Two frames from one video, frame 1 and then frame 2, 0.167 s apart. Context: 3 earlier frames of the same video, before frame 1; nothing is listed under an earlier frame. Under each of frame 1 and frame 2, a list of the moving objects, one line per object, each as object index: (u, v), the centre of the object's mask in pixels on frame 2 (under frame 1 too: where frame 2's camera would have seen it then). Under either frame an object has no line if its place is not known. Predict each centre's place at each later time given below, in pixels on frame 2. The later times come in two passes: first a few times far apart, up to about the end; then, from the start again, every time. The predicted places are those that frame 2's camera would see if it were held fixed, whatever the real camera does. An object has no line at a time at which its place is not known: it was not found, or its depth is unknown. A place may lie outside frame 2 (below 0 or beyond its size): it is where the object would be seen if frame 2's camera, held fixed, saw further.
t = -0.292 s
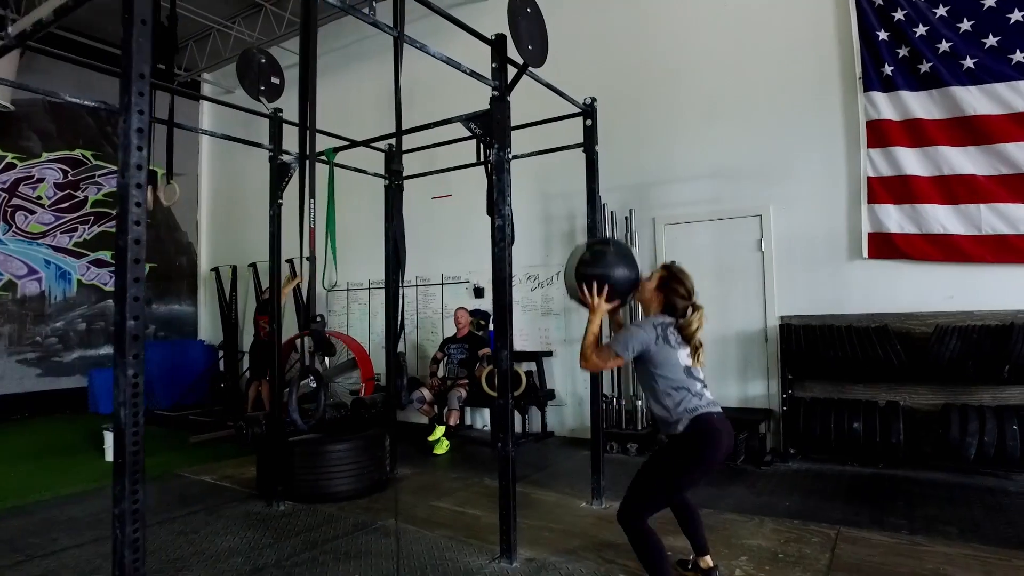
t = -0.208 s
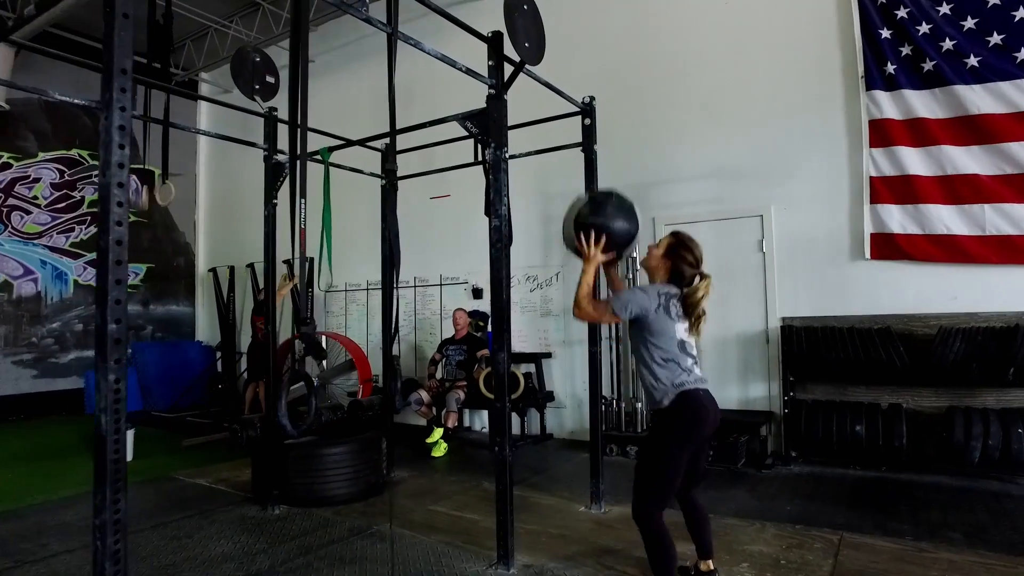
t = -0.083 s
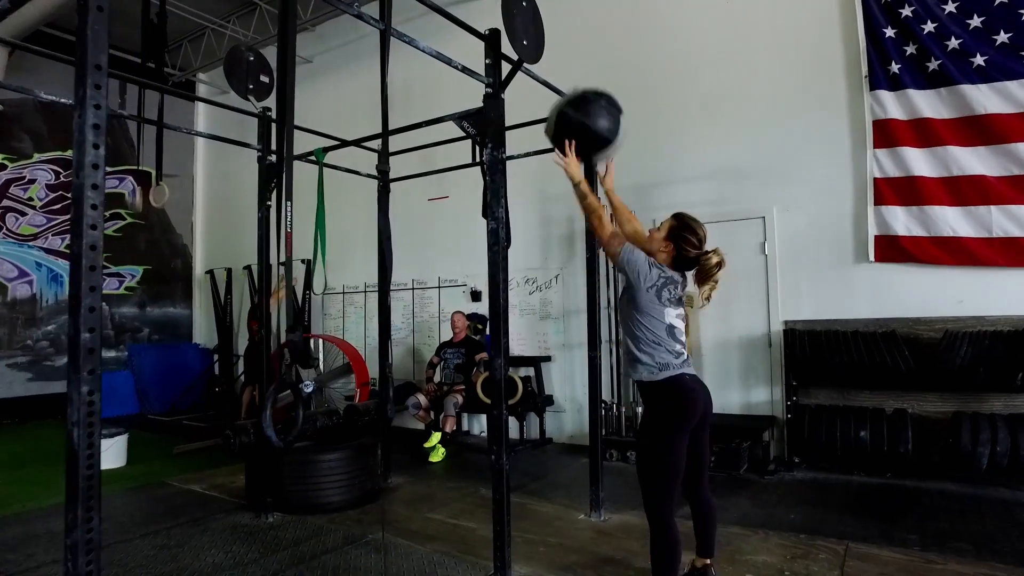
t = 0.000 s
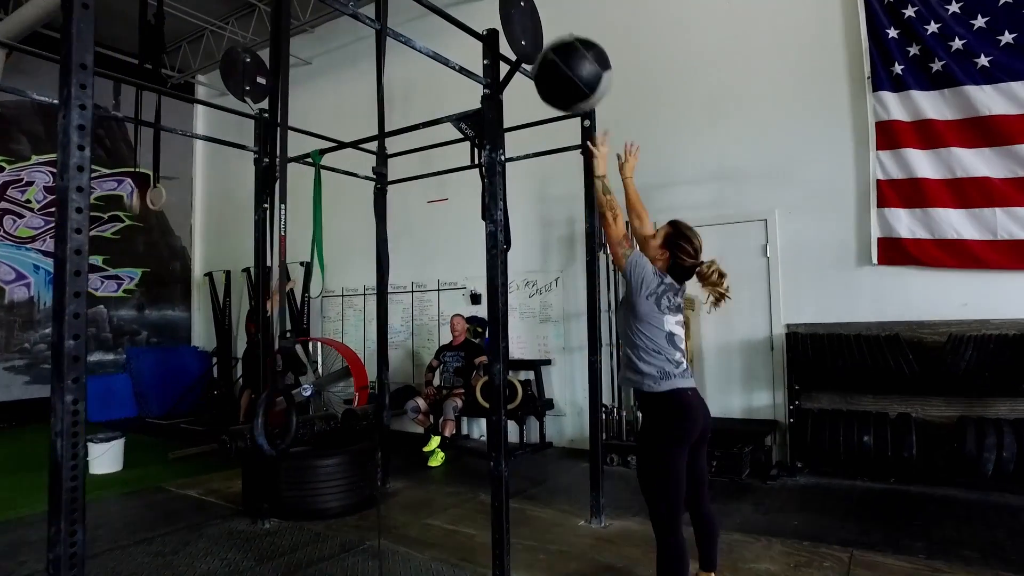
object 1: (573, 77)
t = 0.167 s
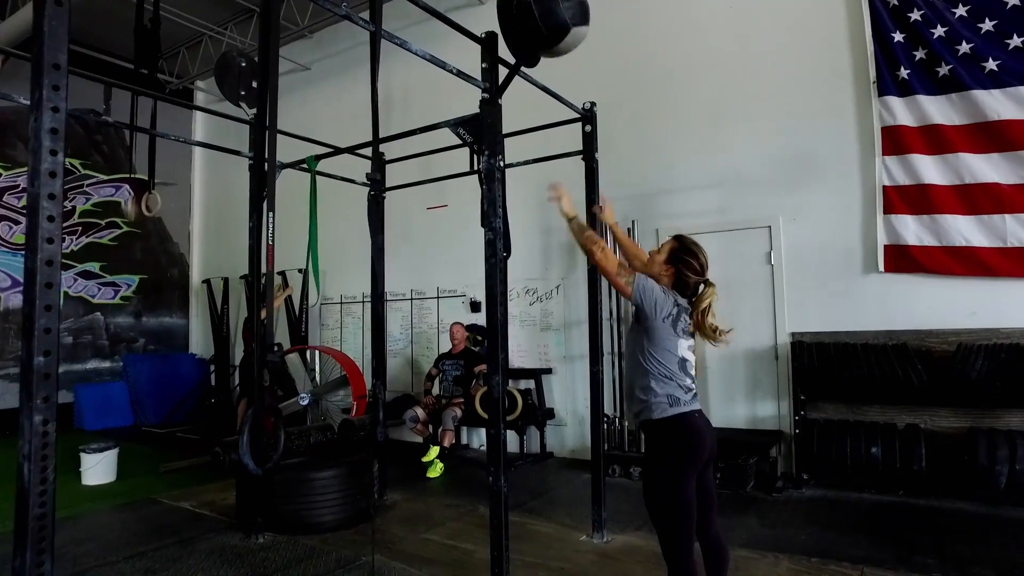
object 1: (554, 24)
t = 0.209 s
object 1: (560, 23)
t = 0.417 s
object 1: (578, 36)
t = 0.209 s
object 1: (560, 23)
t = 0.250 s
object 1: (559, 20)
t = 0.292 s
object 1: (562, 20)
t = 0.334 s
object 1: (568, 22)
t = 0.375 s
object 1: (572, 25)
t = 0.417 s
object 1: (578, 36)
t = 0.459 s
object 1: (582, 47)
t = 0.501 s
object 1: (590, 70)
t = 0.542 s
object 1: (593, 90)
